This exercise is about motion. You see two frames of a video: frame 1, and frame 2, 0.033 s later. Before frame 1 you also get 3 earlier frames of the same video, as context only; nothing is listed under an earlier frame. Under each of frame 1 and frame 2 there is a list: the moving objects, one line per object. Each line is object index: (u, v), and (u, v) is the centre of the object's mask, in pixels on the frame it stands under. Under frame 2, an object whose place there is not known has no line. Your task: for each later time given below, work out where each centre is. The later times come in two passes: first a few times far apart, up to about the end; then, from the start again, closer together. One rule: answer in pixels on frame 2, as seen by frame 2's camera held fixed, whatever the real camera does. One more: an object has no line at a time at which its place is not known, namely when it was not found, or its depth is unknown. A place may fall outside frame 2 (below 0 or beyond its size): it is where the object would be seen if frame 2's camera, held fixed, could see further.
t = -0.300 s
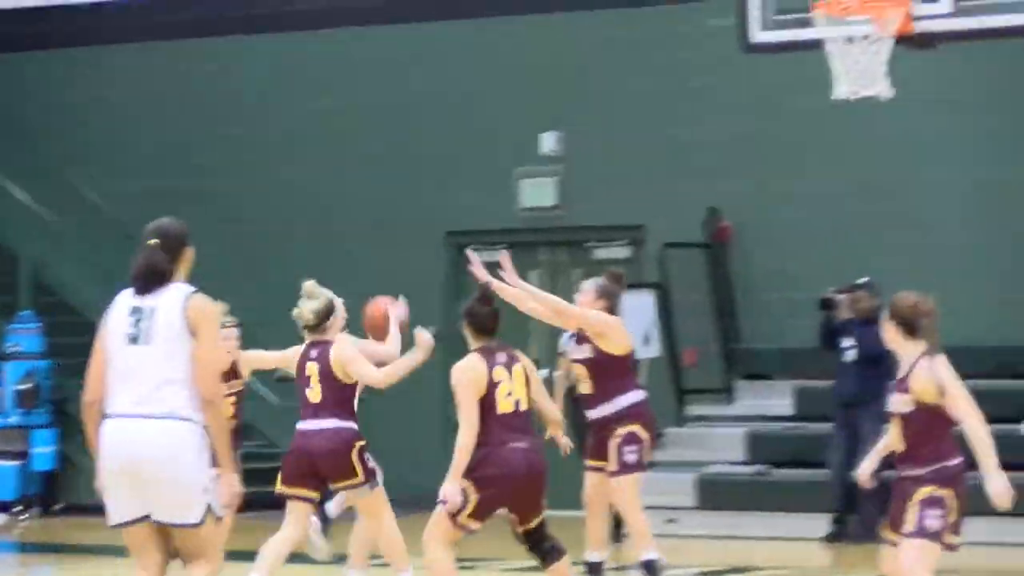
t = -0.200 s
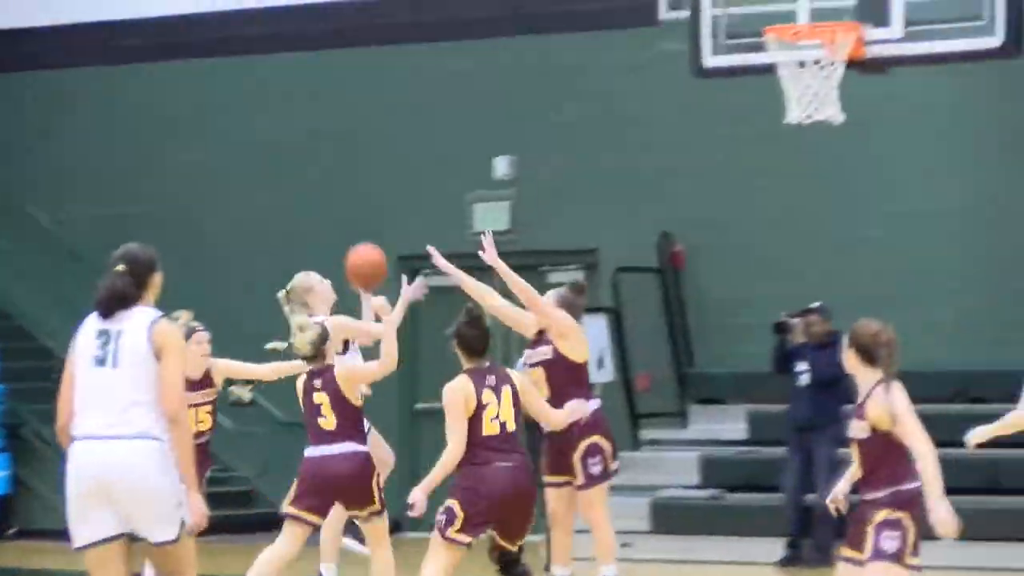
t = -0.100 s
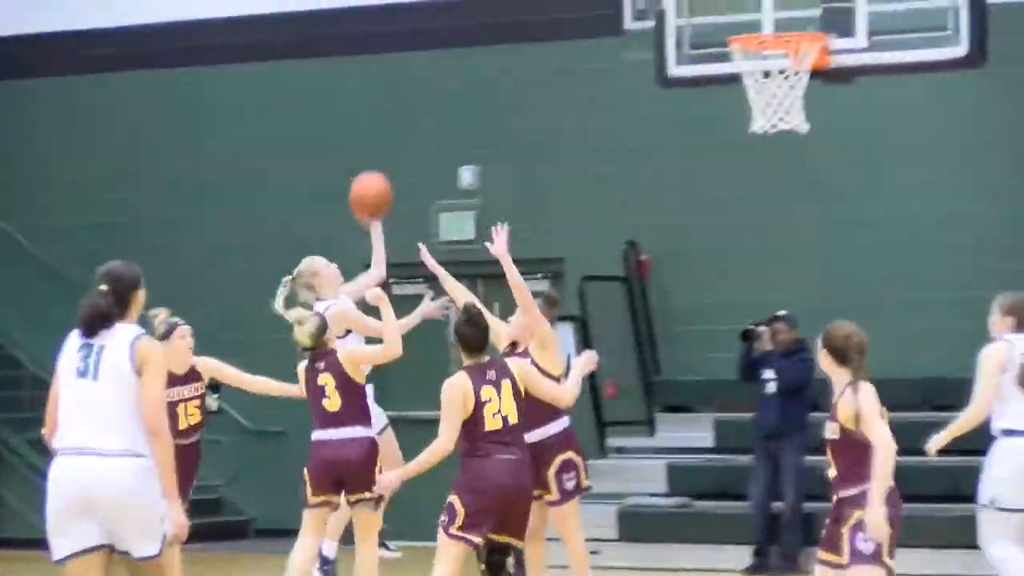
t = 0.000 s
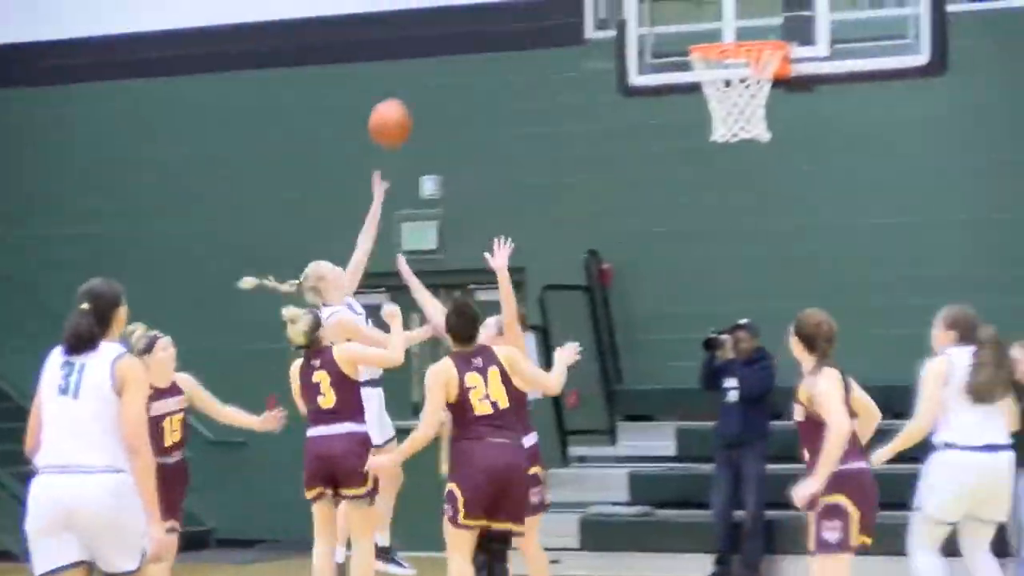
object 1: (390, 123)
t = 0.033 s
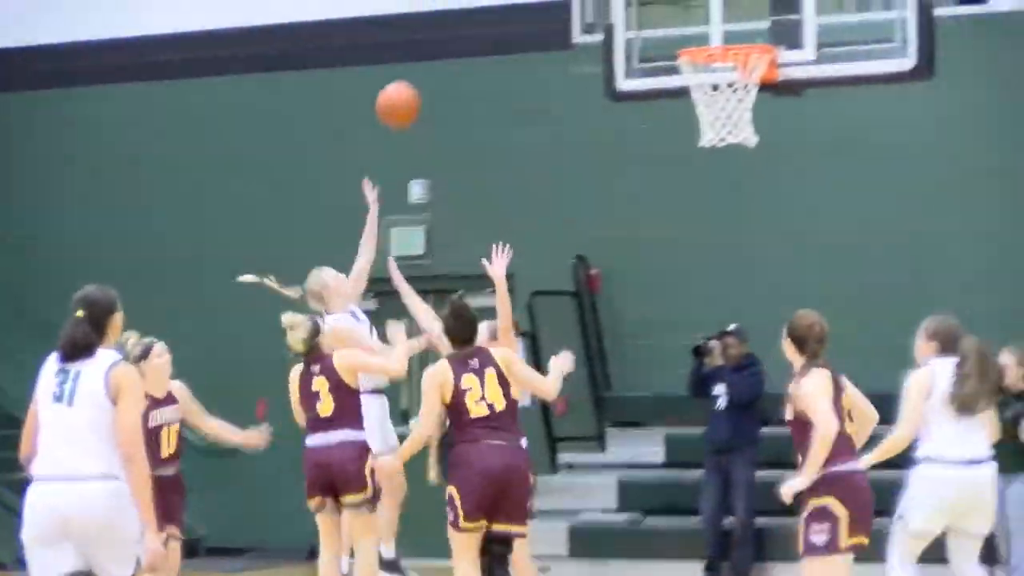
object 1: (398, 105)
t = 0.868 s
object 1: (692, 86)
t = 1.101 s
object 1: (679, 104)
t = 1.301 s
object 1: (710, 166)
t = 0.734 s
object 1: (739, 30)
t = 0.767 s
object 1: (738, 46)
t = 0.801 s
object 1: (723, 65)
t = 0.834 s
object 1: (708, 76)
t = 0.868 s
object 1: (692, 86)
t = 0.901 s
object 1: (683, 85)
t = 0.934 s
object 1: (676, 86)
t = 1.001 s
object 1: (673, 110)
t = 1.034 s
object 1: (676, 104)
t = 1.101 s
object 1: (679, 104)
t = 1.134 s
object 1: (681, 109)
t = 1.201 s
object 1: (690, 128)
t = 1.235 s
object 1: (697, 144)
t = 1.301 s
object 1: (710, 166)
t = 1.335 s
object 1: (715, 183)
